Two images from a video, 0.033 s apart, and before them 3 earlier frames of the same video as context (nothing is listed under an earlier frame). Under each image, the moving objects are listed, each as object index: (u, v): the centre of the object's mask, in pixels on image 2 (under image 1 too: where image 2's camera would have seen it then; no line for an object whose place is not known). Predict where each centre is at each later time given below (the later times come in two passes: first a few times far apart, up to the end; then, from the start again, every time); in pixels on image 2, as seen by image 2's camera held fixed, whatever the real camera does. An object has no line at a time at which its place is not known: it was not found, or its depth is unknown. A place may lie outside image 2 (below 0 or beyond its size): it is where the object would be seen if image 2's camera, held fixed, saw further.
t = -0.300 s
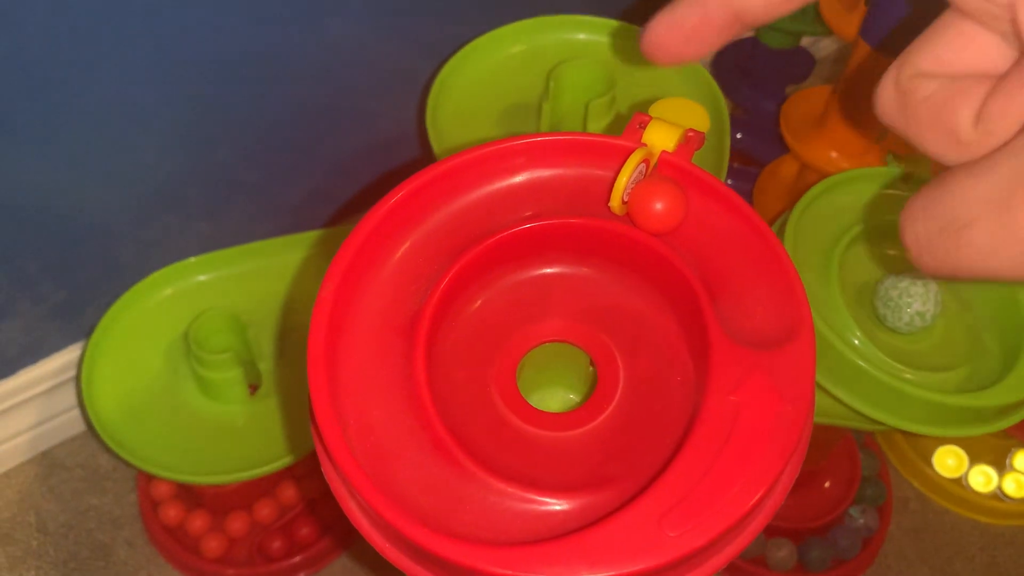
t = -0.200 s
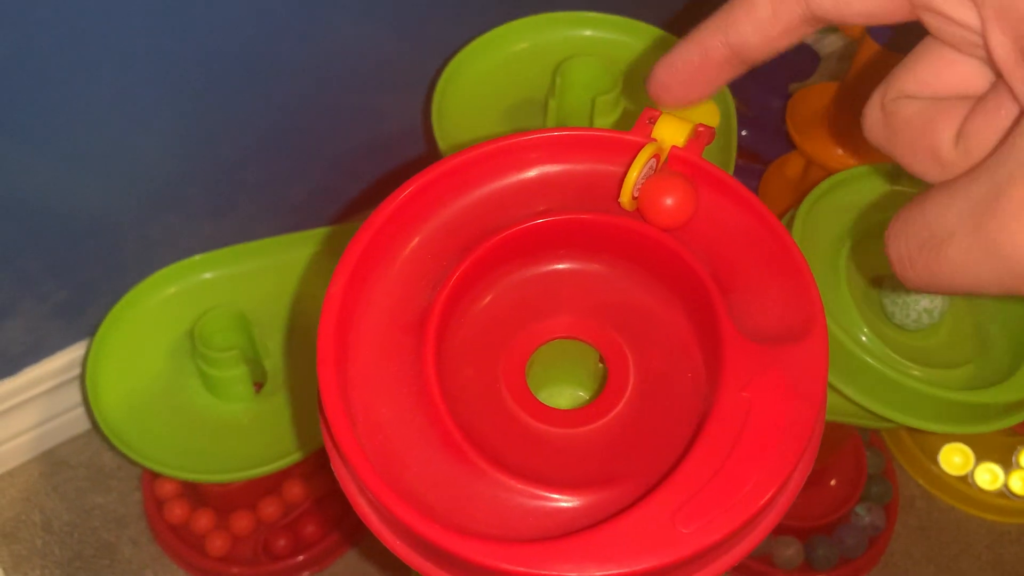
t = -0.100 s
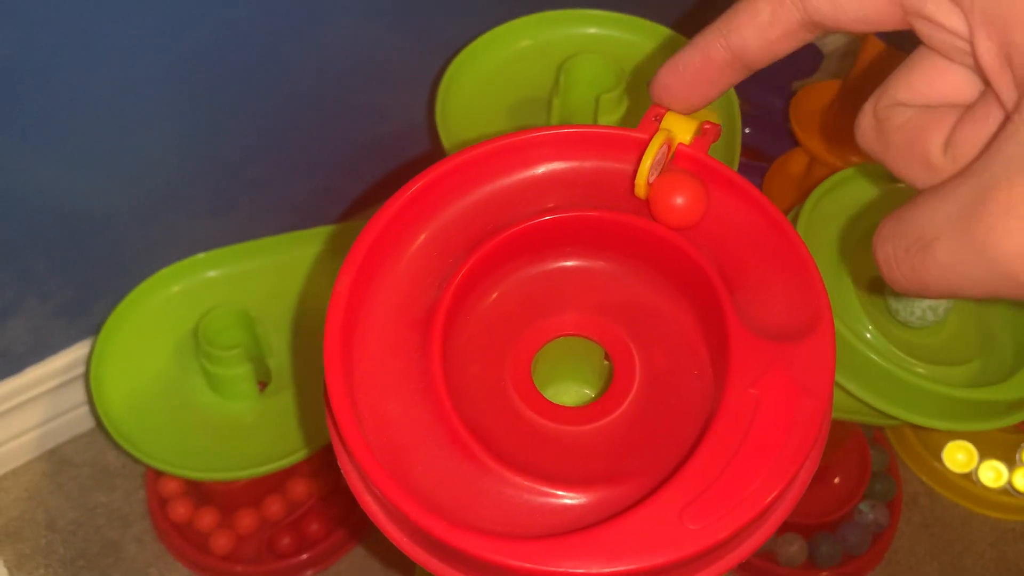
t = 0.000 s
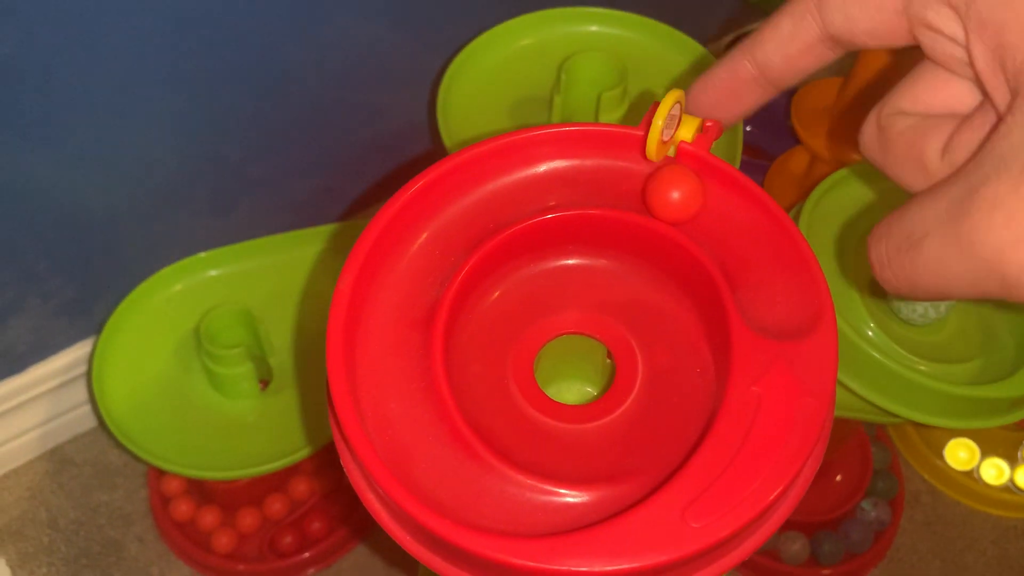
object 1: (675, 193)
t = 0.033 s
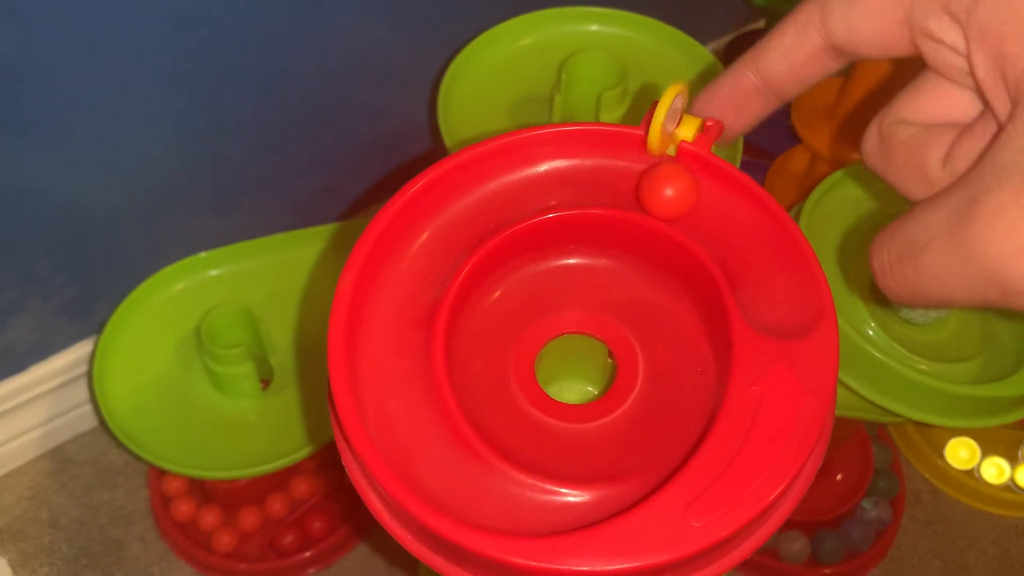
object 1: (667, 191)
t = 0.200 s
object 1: (591, 172)
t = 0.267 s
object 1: (530, 176)
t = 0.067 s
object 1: (658, 188)
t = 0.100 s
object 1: (647, 183)
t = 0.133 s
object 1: (632, 179)
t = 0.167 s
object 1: (613, 175)
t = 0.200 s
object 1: (591, 172)
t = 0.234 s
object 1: (563, 172)
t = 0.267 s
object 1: (530, 176)
